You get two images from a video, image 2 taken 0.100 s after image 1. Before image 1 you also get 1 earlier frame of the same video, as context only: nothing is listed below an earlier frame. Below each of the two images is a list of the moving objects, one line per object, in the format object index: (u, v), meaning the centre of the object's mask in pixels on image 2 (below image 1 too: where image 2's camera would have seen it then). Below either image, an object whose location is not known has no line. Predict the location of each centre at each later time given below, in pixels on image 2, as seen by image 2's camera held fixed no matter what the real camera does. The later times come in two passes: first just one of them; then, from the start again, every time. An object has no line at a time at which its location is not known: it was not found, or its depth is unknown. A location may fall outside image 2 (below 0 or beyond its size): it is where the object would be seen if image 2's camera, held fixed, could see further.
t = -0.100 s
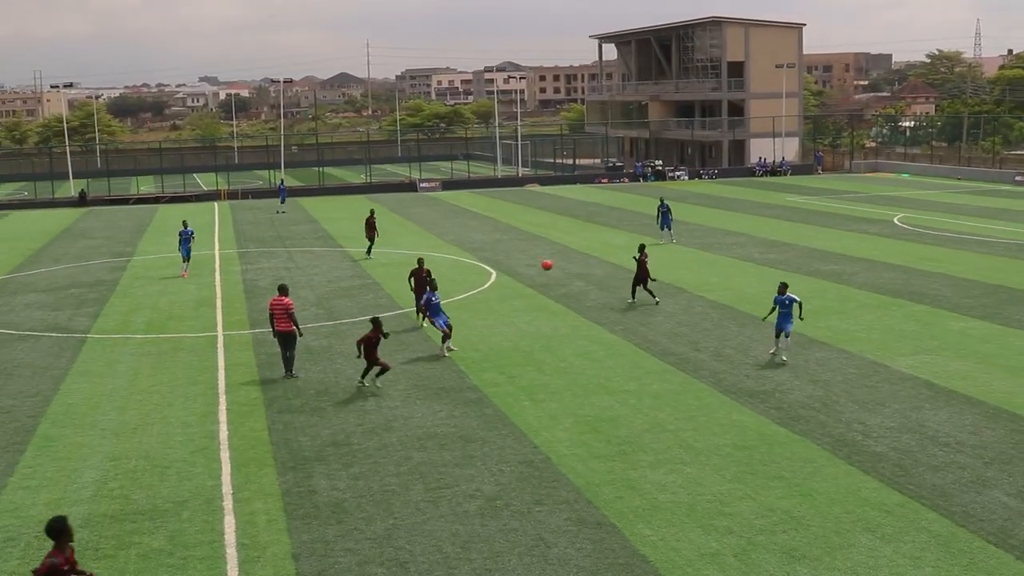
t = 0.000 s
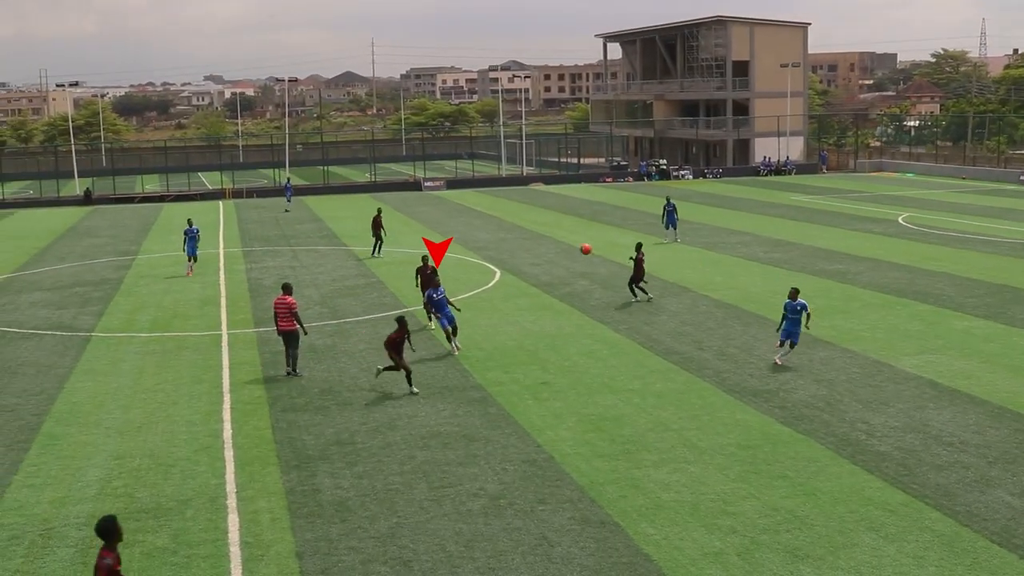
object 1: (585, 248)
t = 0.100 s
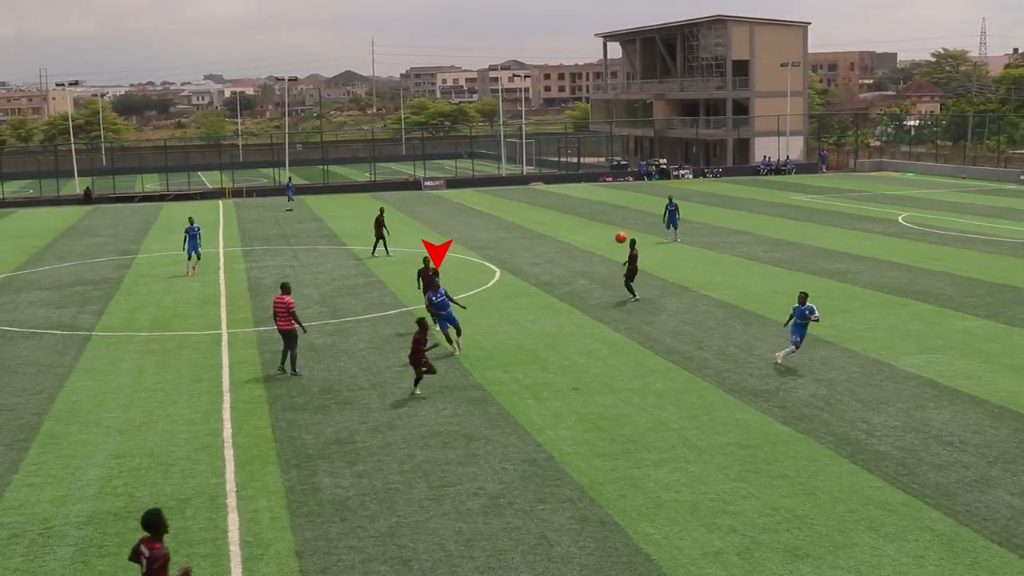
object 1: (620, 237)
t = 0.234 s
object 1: (668, 230)
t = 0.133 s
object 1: (633, 235)
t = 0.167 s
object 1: (645, 233)
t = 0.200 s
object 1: (656, 230)
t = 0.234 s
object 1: (668, 230)
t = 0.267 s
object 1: (681, 229)
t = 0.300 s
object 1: (692, 228)
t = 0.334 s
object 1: (717, 229)
